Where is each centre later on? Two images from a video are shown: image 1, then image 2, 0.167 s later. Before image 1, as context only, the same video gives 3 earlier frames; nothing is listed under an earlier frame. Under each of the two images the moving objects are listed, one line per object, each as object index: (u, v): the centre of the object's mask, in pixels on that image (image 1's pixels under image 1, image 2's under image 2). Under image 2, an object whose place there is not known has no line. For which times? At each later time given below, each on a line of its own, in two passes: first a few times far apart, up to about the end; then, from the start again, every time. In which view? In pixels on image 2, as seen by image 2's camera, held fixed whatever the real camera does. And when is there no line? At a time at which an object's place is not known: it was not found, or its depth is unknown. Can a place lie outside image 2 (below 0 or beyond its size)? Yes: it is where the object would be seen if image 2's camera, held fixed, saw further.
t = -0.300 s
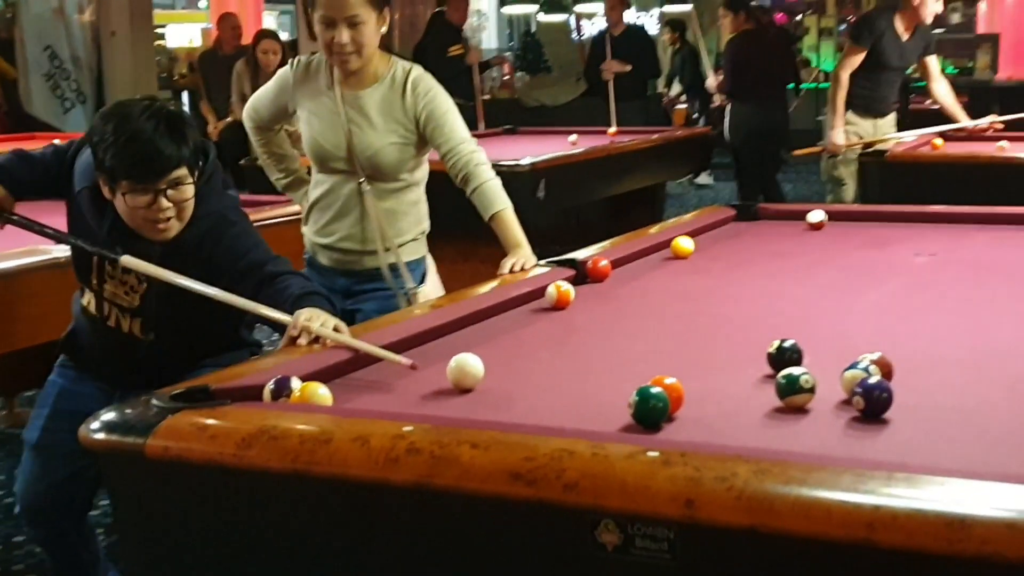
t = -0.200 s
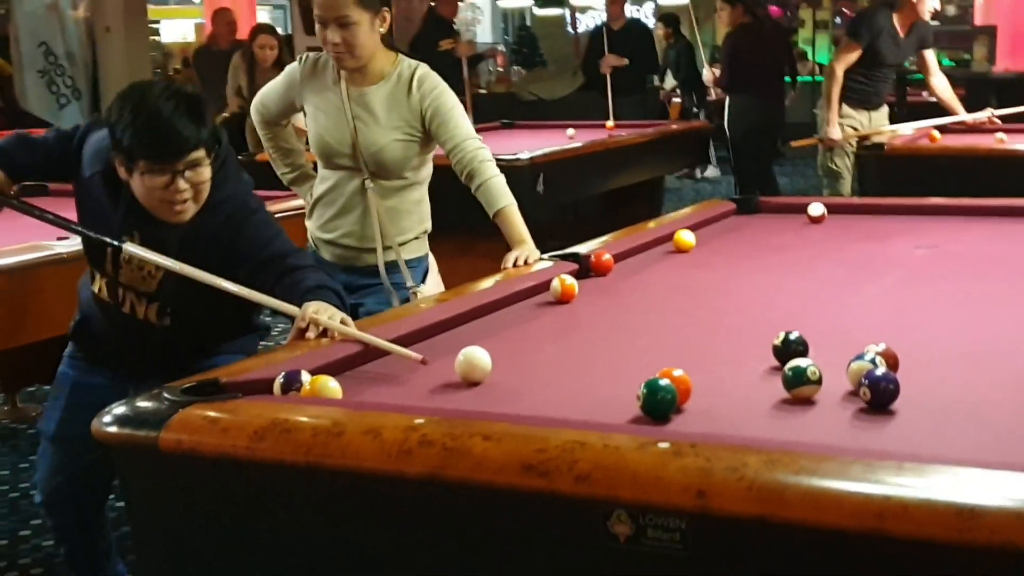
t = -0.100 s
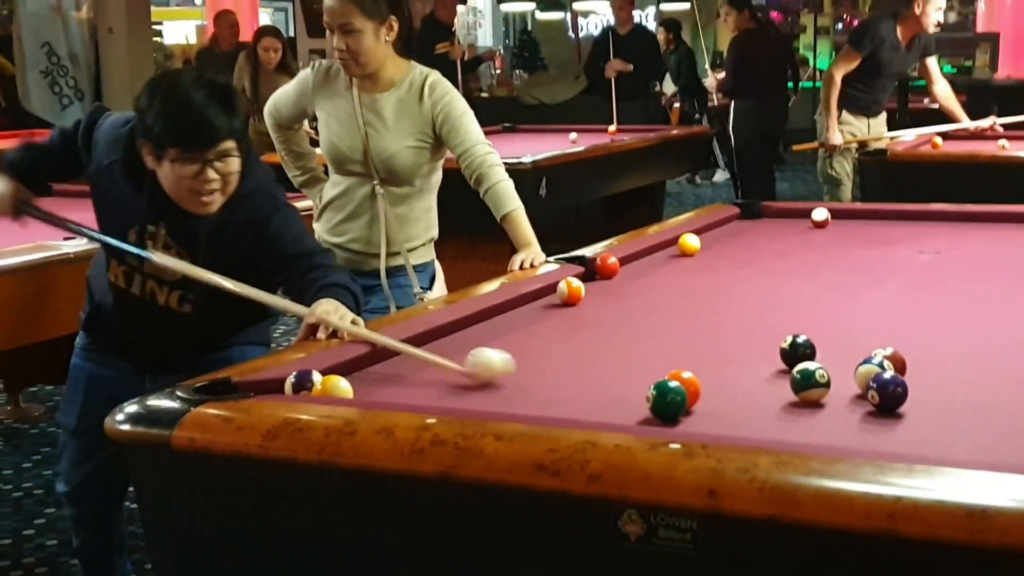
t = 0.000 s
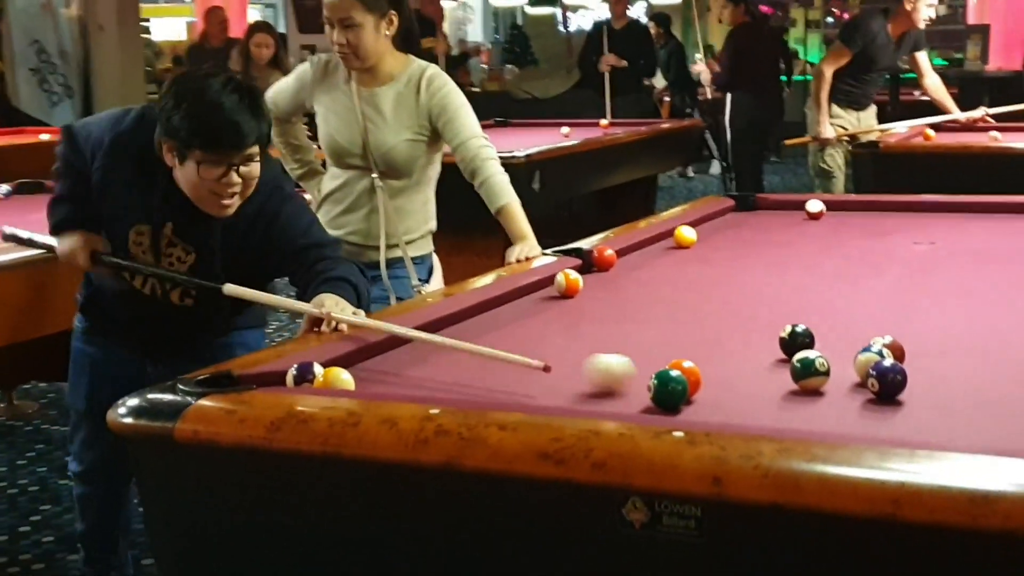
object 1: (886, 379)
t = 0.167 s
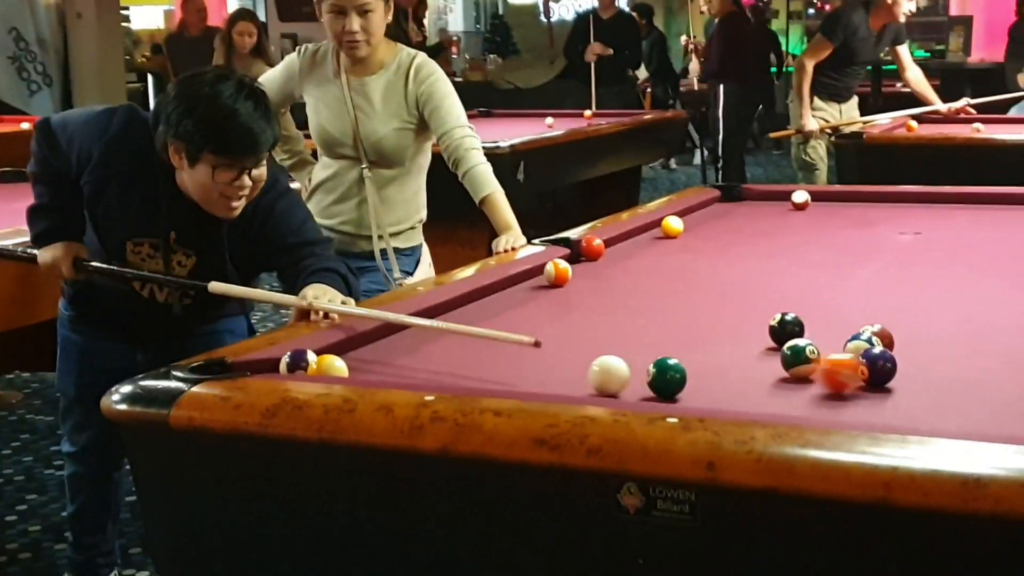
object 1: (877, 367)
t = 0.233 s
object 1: (881, 356)
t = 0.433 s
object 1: (912, 354)
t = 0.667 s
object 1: (938, 343)
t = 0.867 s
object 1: (958, 335)
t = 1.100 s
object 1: (978, 326)
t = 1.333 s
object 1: (995, 318)
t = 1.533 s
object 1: (1007, 311)
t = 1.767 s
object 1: (1018, 304)
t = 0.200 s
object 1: (884, 354)
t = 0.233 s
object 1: (881, 356)
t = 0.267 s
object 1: (890, 362)
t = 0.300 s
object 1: (894, 360)
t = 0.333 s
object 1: (899, 358)
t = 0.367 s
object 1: (902, 357)
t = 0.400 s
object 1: (908, 355)
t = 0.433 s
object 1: (912, 354)
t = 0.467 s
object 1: (916, 352)
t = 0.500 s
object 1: (920, 350)
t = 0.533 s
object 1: (924, 349)
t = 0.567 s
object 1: (928, 347)
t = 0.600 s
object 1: (932, 346)
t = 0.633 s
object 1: (935, 345)
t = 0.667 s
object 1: (938, 343)
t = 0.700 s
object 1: (942, 342)
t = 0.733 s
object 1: (946, 340)
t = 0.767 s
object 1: (949, 339)
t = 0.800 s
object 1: (952, 337)
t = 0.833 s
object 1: (955, 336)
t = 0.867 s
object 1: (958, 335)
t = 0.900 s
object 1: (961, 334)
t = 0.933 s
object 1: (964, 332)
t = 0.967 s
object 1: (967, 331)
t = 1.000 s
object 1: (970, 330)
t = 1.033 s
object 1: (972, 328)
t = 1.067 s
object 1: (975, 327)
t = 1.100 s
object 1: (978, 326)
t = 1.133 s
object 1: (981, 325)
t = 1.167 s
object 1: (983, 324)
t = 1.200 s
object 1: (986, 323)
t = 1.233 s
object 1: (988, 321)
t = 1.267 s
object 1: (991, 320)
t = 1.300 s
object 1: (993, 319)
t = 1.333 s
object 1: (995, 318)
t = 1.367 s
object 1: (998, 317)
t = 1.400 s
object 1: (1000, 316)
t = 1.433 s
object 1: (1002, 314)
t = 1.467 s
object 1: (1003, 313)
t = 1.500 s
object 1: (1005, 312)
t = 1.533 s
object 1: (1007, 311)
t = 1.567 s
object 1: (1009, 310)
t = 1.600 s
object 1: (1010, 309)
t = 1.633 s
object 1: (1012, 308)
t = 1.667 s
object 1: (1014, 307)
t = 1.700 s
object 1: (1015, 306)
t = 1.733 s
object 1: (1016, 305)
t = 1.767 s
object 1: (1018, 304)
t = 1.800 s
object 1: (1019, 303)
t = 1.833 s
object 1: (1021, 303)
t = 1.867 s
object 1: (1022, 301)
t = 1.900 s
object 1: (1024, 300)
